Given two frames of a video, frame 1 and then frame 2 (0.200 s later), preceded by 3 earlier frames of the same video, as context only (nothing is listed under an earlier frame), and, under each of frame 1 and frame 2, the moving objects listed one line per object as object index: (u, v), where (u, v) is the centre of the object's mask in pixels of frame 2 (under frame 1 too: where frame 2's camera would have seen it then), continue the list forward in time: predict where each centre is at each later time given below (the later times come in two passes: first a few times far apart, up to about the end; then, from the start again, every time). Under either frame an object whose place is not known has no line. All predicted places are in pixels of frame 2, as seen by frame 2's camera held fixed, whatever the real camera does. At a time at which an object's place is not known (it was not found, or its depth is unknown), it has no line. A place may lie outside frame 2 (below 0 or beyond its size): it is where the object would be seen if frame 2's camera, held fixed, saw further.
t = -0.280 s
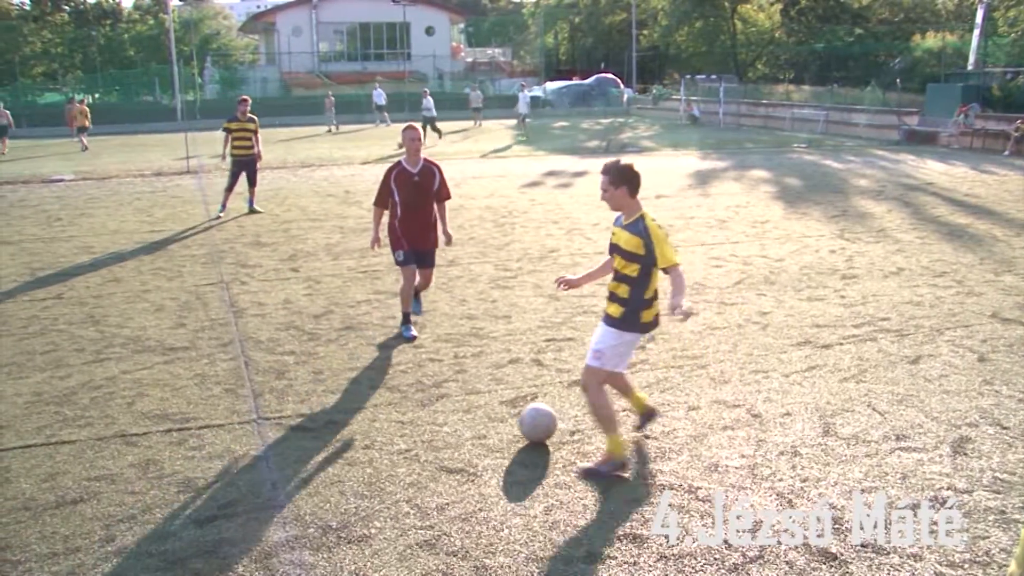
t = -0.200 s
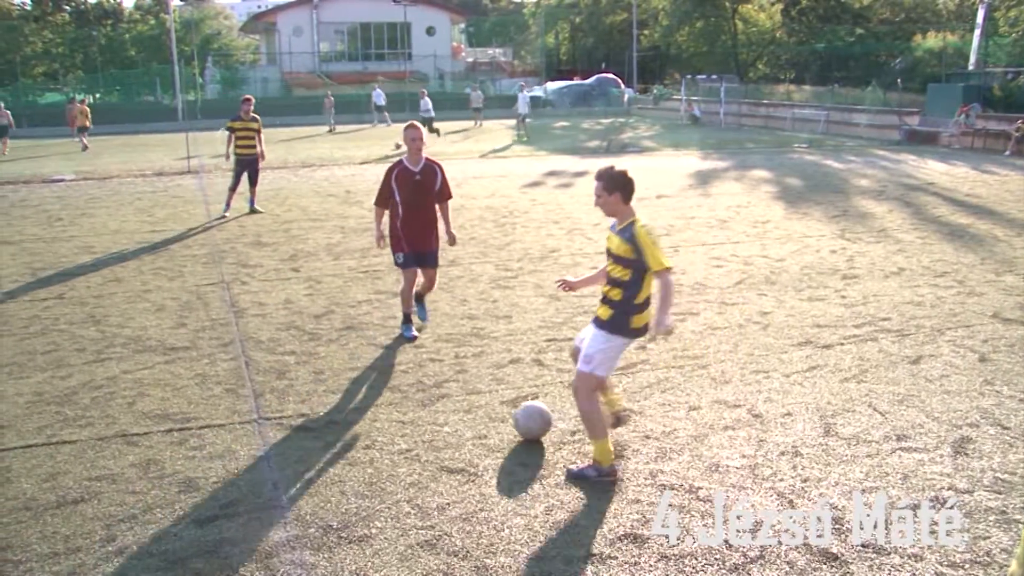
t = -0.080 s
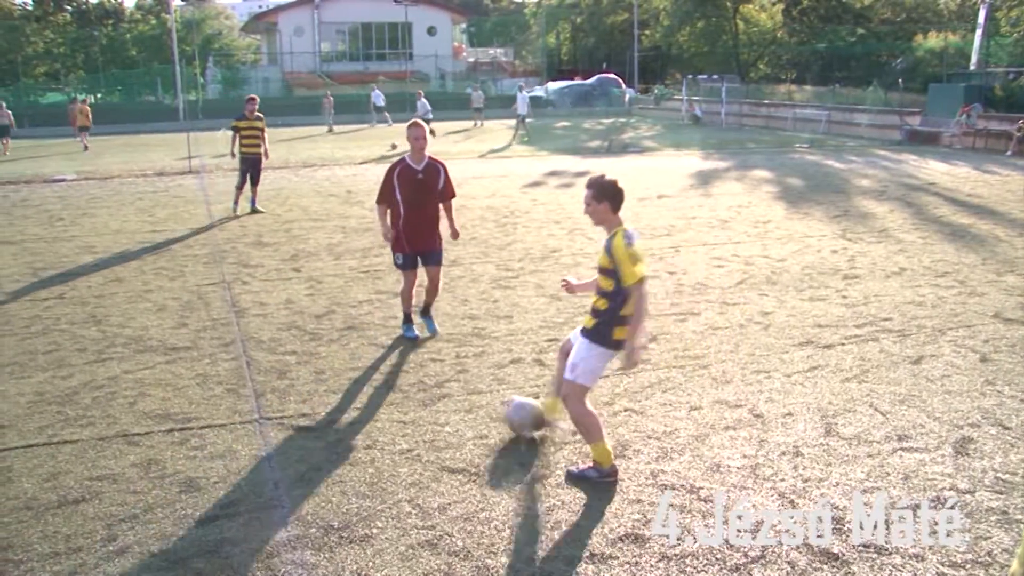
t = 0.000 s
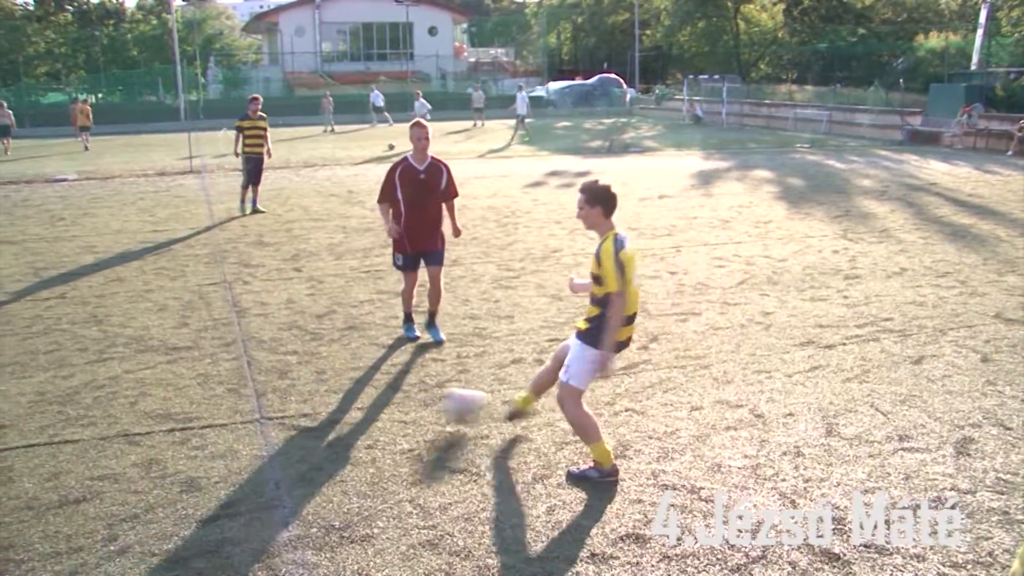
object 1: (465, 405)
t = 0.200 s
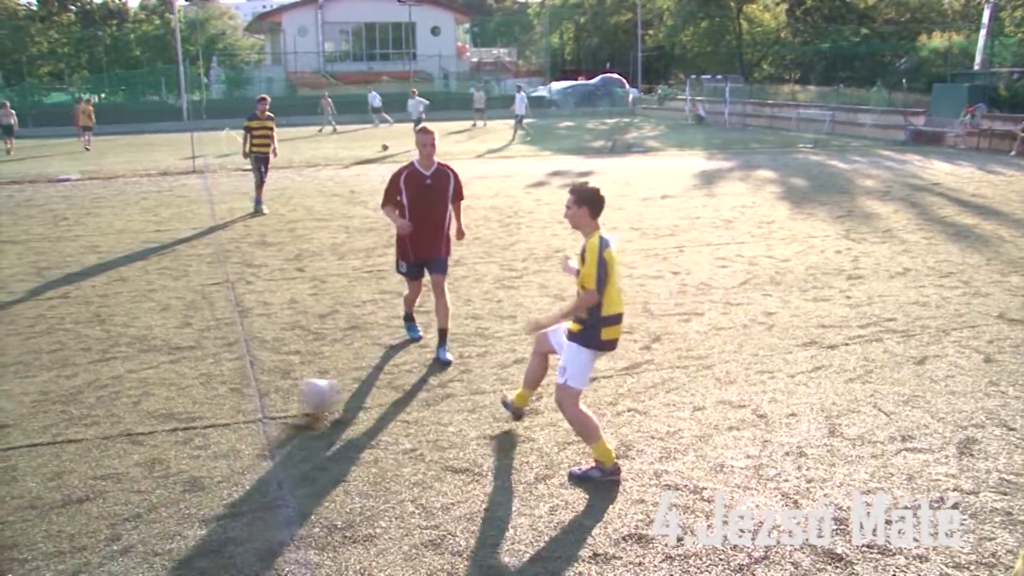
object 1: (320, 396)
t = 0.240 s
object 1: (295, 395)
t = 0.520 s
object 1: (143, 376)
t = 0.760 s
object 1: (39, 362)
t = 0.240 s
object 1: (295, 395)
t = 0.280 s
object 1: (272, 387)
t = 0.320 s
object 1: (249, 385)
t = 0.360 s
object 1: (226, 382)
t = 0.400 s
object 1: (207, 380)
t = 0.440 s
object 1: (182, 378)
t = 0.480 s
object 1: (163, 376)
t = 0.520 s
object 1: (143, 376)
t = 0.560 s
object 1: (125, 371)
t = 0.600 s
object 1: (108, 369)
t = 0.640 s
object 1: (90, 366)
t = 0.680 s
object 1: (72, 364)
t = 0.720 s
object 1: (56, 363)
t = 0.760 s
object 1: (39, 362)
